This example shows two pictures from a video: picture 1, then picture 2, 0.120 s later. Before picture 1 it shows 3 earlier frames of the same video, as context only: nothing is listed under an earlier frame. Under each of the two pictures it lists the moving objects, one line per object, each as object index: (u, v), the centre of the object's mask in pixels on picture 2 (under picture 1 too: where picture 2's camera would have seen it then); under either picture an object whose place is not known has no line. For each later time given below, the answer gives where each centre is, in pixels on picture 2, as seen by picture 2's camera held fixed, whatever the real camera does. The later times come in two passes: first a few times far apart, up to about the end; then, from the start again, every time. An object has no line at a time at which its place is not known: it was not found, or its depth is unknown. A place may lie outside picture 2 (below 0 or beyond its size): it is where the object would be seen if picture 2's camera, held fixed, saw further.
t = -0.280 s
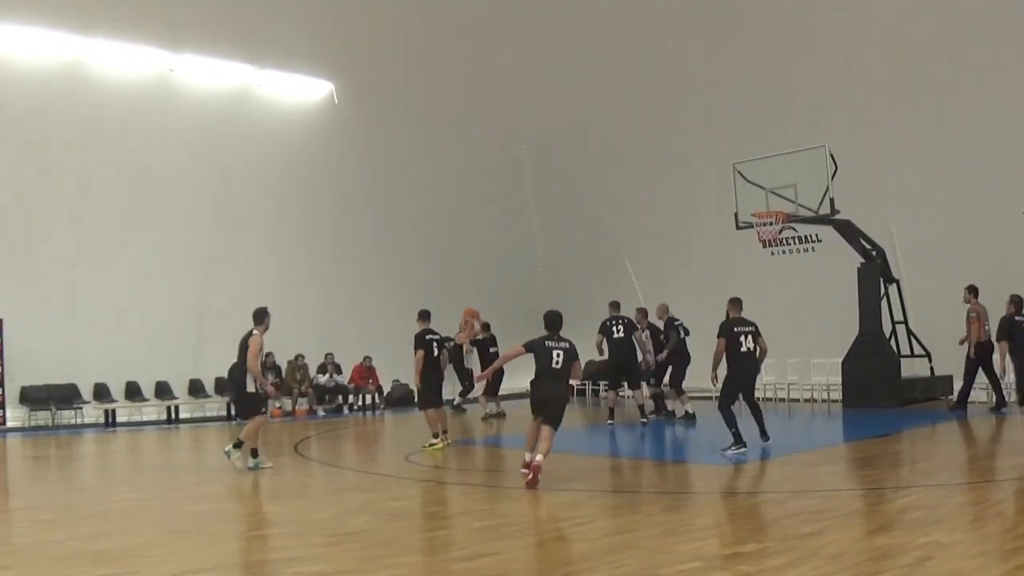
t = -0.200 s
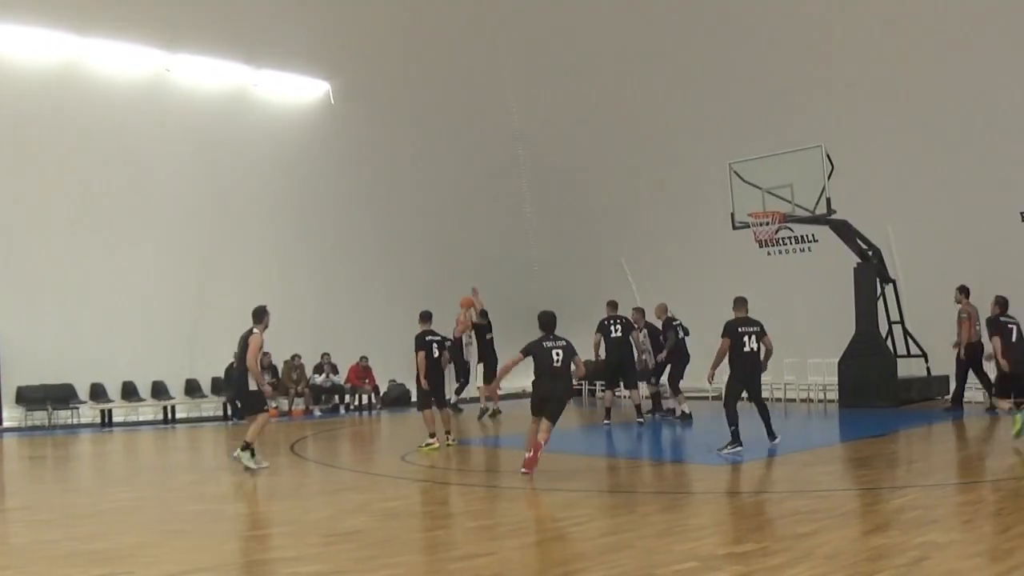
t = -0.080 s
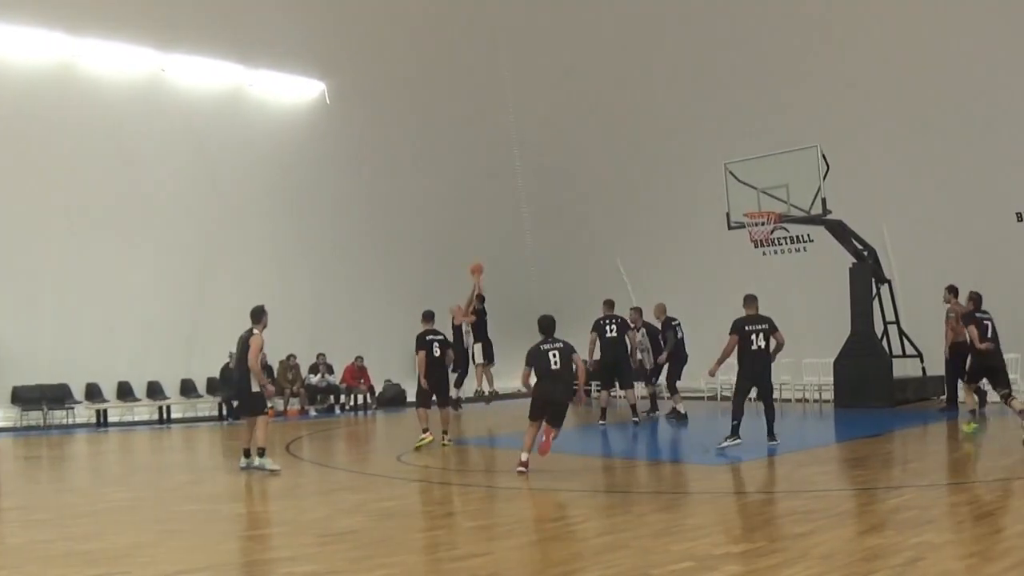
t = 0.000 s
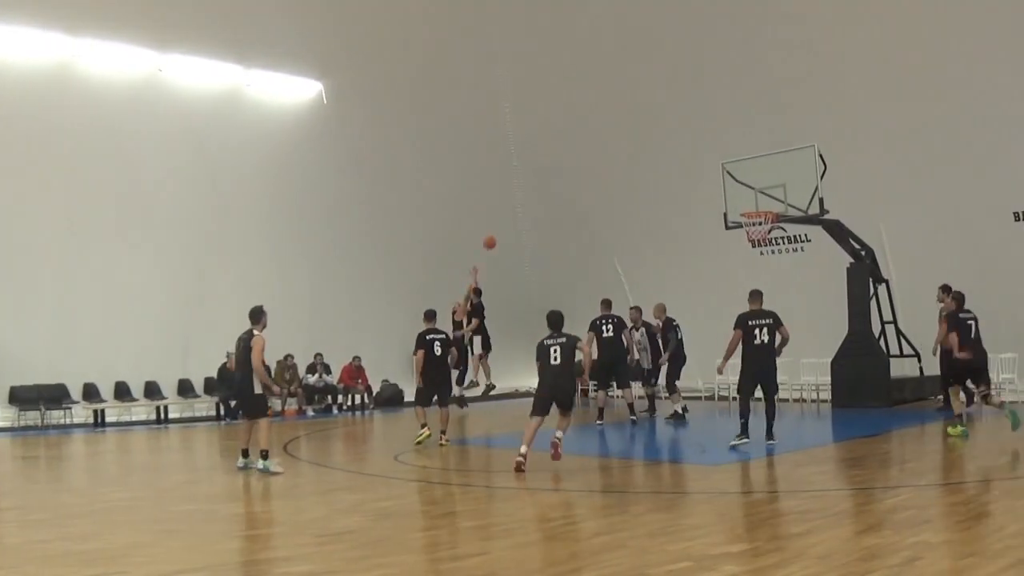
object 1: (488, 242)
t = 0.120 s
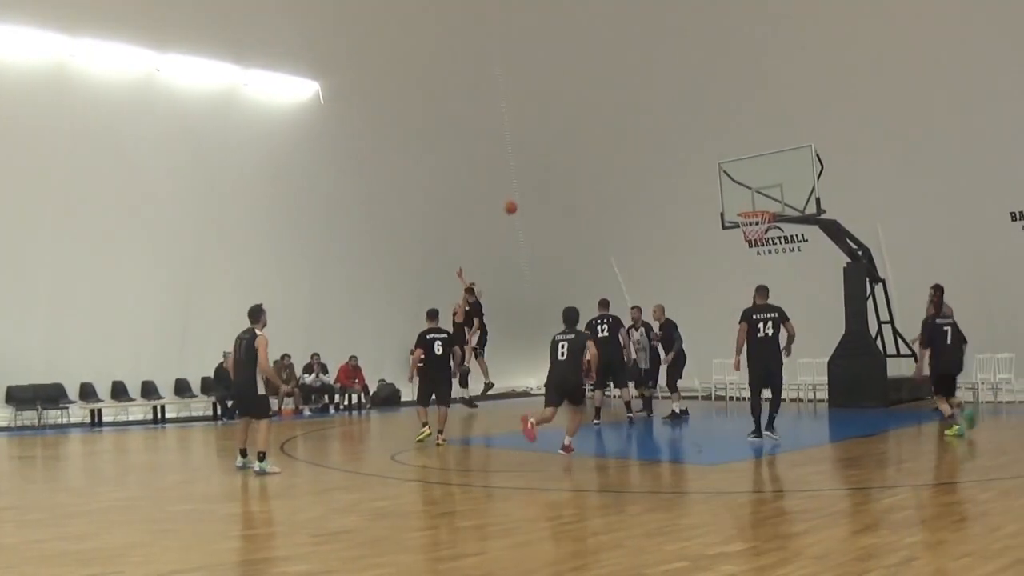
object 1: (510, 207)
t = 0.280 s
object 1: (543, 171)
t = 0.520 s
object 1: (598, 142)
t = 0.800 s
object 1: (666, 148)
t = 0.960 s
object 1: (710, 176)
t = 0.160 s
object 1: (518, 197)
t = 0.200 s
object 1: (526, 187)
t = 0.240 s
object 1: (535, 179)
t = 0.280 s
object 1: (543, 171)
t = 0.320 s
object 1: (552, 164)
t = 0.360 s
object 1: (560, 158)
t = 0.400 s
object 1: (570, 153)
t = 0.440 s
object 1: (578, 148)
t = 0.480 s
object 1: (587, 144)
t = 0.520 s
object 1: (598, 142)
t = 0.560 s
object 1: (607, 140)
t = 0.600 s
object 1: (616, 139)
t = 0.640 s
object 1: (626, 139)
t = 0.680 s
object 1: (636, 139)
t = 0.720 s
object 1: (646, 141)
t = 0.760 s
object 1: (656, 144)
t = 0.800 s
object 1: (666, 148)
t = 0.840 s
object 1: (676, 153)
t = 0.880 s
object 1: (689, 160)
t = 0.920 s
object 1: (700, 167)
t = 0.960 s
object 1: (710, 176)
